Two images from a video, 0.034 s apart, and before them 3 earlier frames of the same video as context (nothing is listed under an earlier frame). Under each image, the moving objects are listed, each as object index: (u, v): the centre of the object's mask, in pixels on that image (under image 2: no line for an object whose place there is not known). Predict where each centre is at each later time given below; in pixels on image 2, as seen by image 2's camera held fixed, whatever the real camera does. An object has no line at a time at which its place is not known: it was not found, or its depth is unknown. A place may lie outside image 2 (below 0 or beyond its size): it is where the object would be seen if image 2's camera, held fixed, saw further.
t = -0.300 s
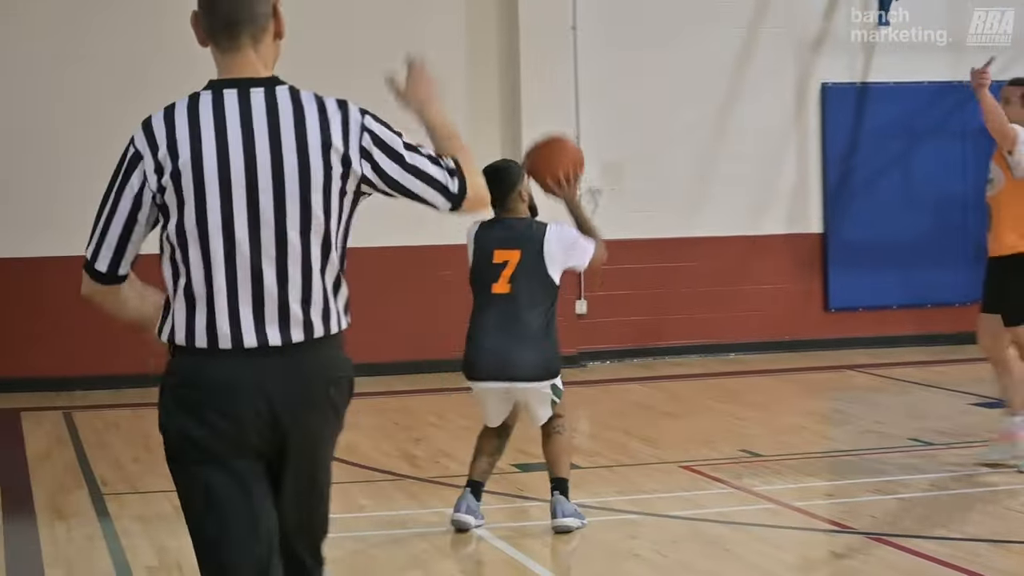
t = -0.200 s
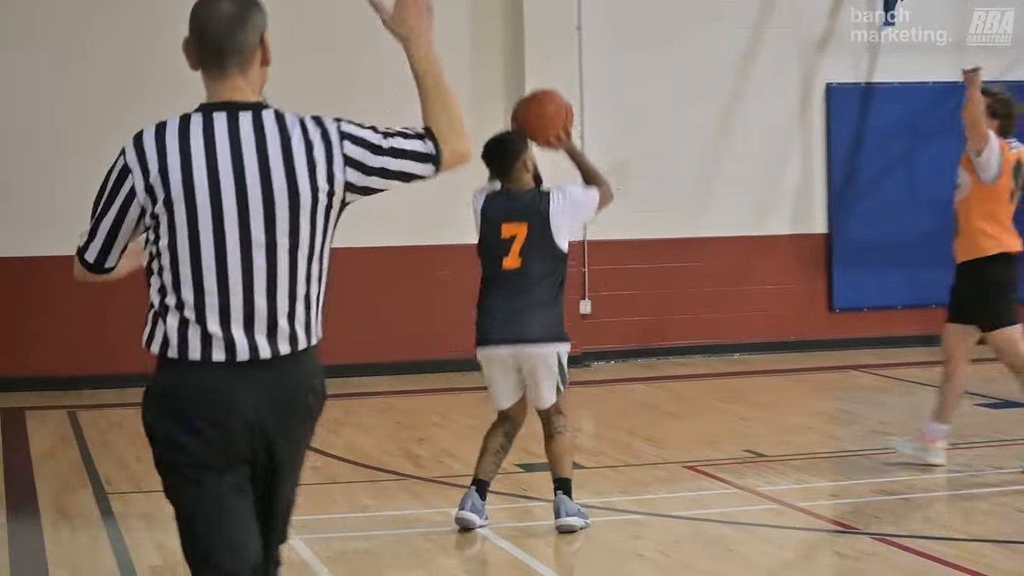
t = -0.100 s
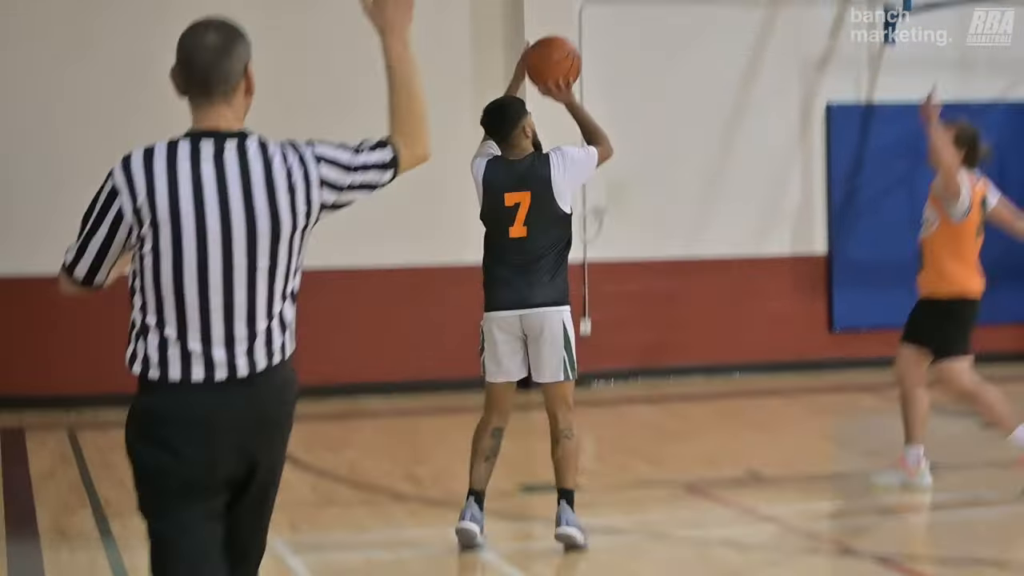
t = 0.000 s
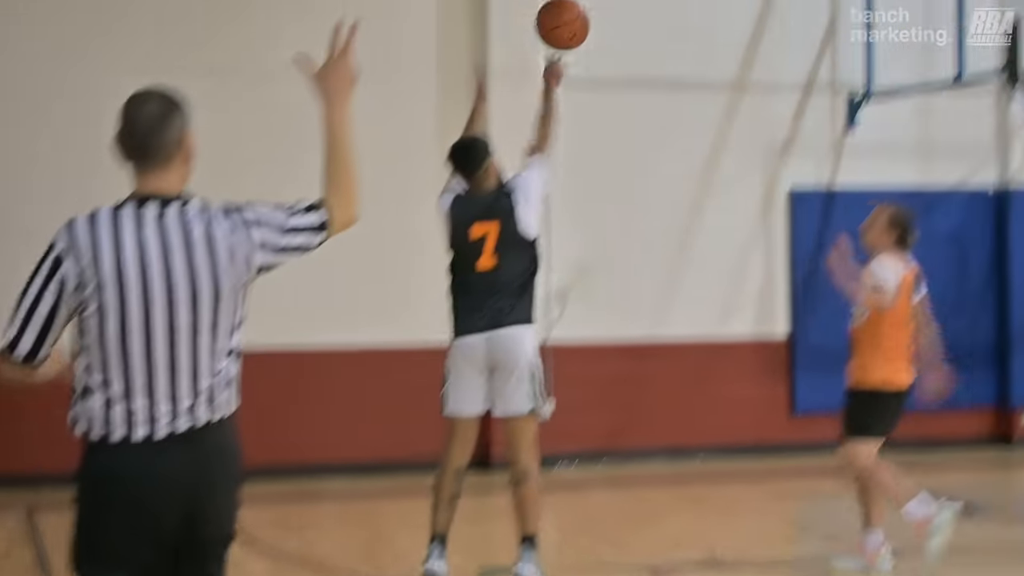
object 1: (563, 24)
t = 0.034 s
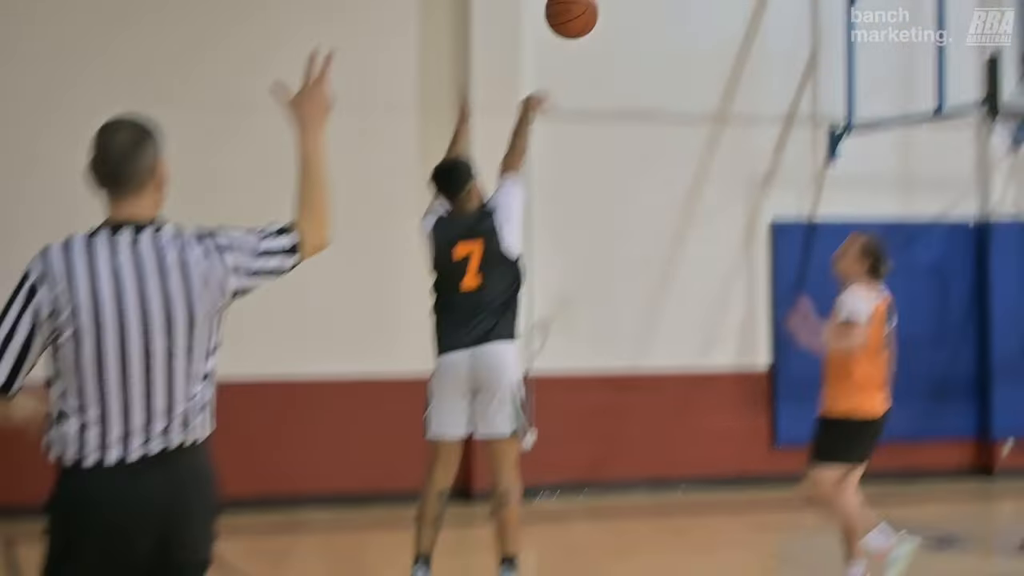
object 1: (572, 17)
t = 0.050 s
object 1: (584, -1)
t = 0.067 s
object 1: (597, -19)
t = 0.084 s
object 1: (610, -37)
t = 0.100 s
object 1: (622, -55)
